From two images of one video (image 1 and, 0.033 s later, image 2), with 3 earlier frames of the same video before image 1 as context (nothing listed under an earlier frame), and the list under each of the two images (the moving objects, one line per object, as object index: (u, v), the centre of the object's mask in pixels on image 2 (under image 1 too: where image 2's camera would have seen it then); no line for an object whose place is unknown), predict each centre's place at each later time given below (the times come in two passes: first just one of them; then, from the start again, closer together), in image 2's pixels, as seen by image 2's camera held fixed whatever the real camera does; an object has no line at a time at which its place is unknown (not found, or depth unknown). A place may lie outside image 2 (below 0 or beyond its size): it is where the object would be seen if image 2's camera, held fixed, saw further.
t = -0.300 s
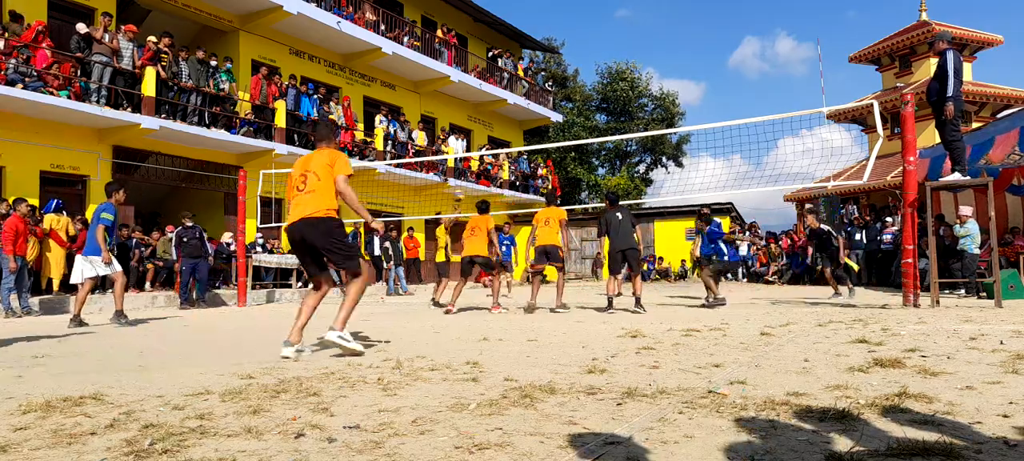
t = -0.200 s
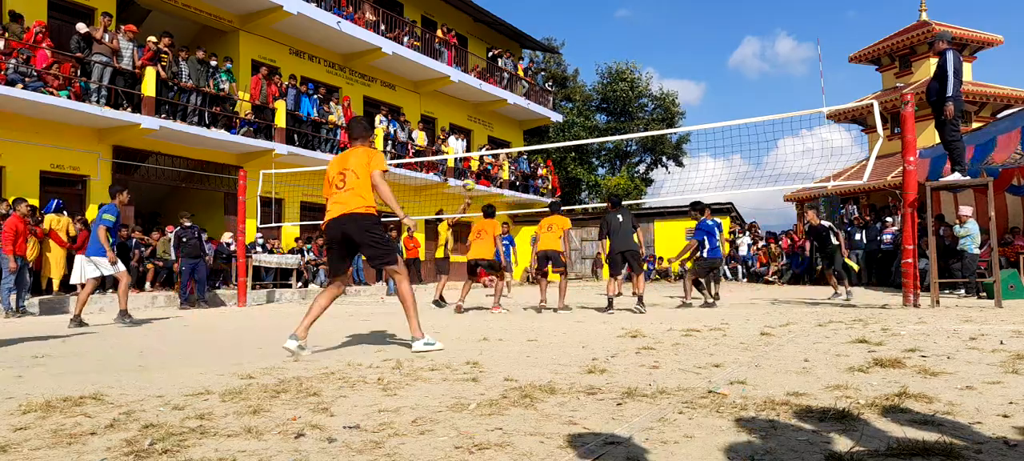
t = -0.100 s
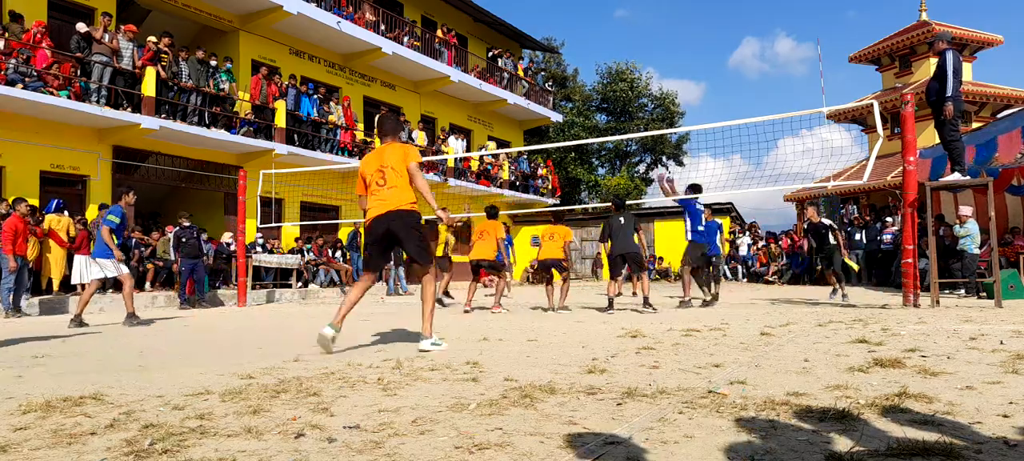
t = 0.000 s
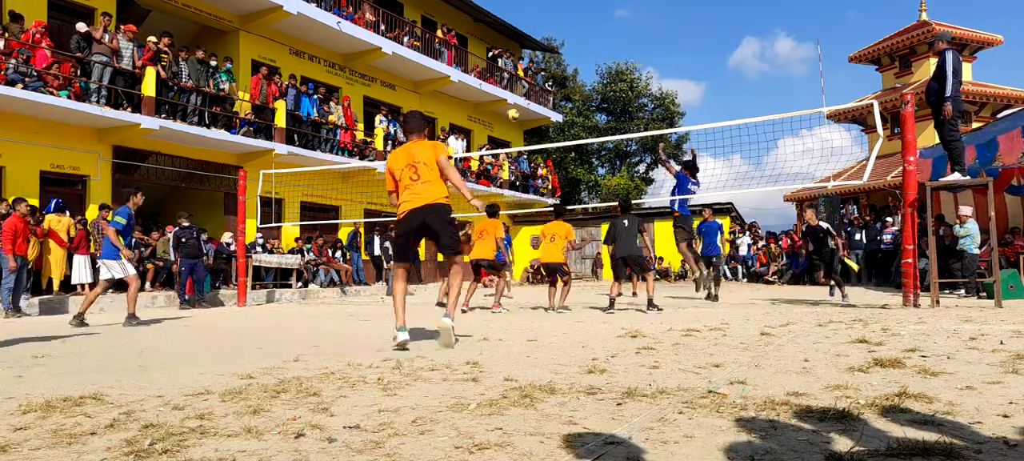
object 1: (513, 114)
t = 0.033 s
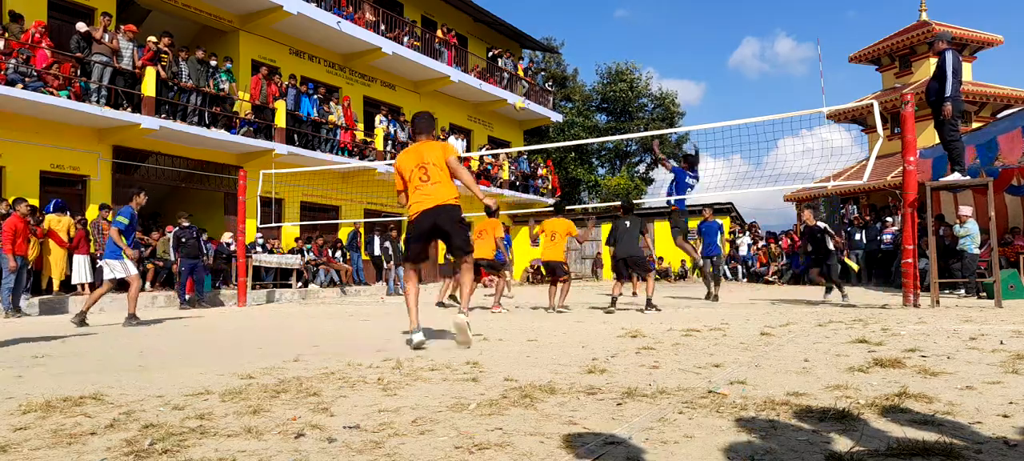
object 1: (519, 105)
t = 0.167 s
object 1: (550, 74)
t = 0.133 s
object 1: (544, 81)
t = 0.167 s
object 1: (550, 74)
